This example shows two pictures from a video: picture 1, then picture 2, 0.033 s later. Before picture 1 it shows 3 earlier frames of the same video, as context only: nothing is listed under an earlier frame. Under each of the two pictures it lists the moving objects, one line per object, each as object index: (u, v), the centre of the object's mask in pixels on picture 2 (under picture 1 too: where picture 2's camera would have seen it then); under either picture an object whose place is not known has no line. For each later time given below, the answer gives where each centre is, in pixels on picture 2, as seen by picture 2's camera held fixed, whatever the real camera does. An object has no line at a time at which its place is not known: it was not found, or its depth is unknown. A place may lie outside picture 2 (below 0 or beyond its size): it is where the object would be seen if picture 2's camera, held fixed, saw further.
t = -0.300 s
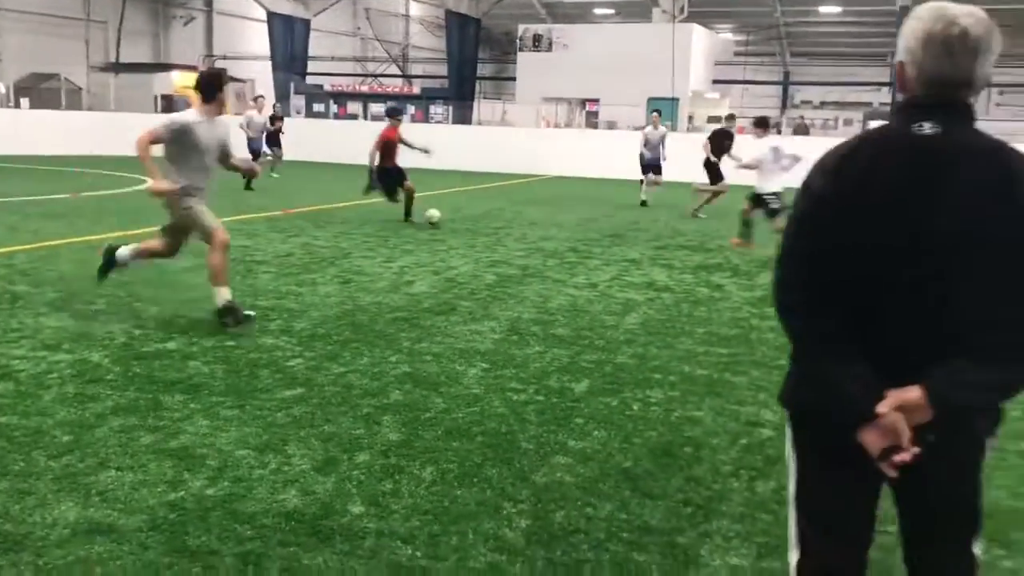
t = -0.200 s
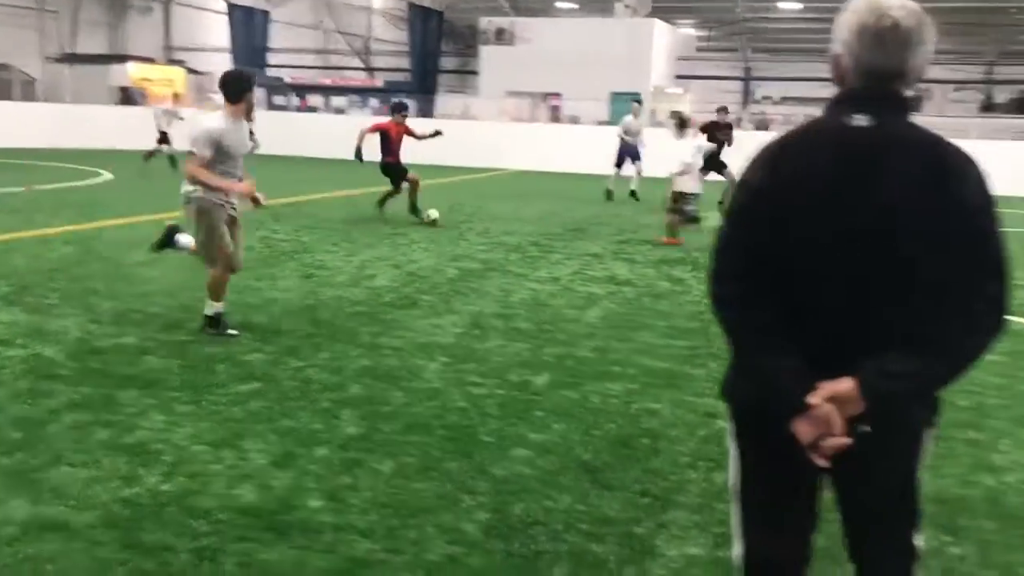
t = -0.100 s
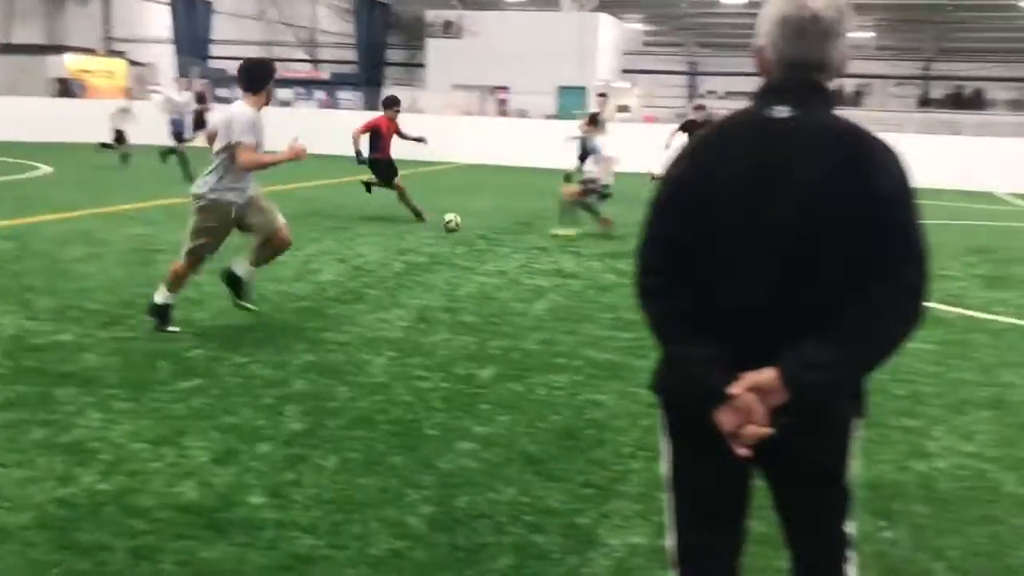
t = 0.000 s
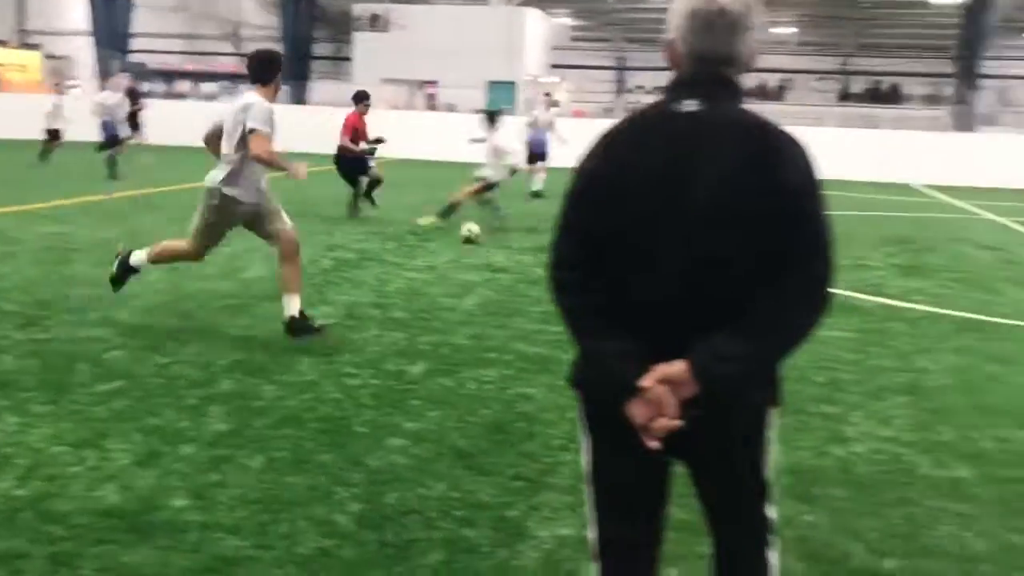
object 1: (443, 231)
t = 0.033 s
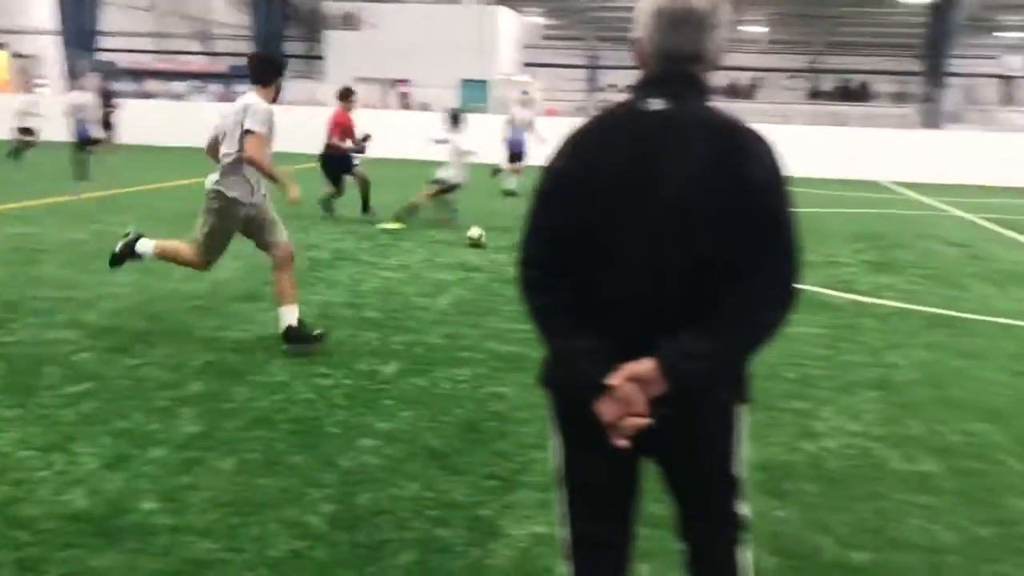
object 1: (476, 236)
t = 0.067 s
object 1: (510, 240)
